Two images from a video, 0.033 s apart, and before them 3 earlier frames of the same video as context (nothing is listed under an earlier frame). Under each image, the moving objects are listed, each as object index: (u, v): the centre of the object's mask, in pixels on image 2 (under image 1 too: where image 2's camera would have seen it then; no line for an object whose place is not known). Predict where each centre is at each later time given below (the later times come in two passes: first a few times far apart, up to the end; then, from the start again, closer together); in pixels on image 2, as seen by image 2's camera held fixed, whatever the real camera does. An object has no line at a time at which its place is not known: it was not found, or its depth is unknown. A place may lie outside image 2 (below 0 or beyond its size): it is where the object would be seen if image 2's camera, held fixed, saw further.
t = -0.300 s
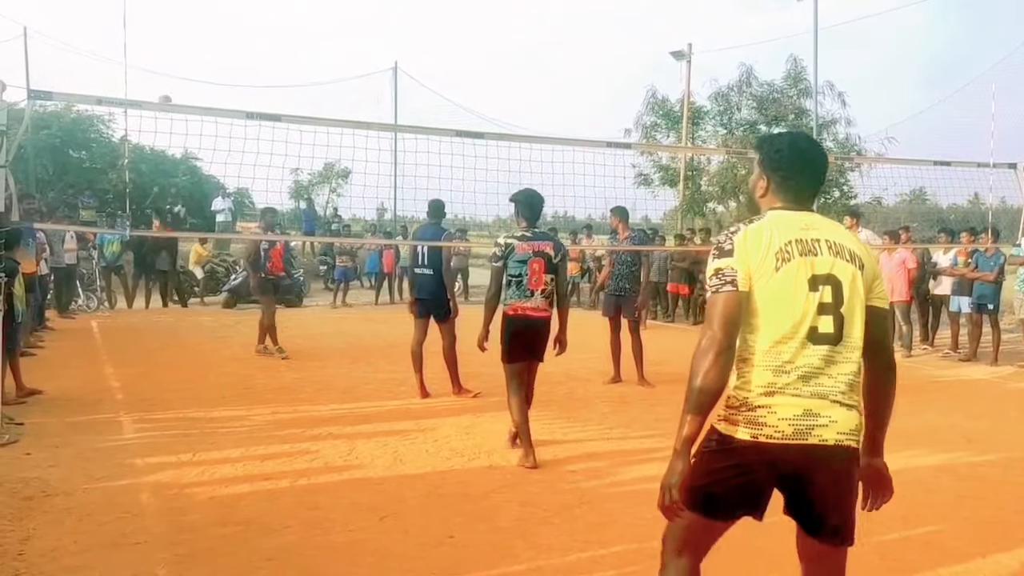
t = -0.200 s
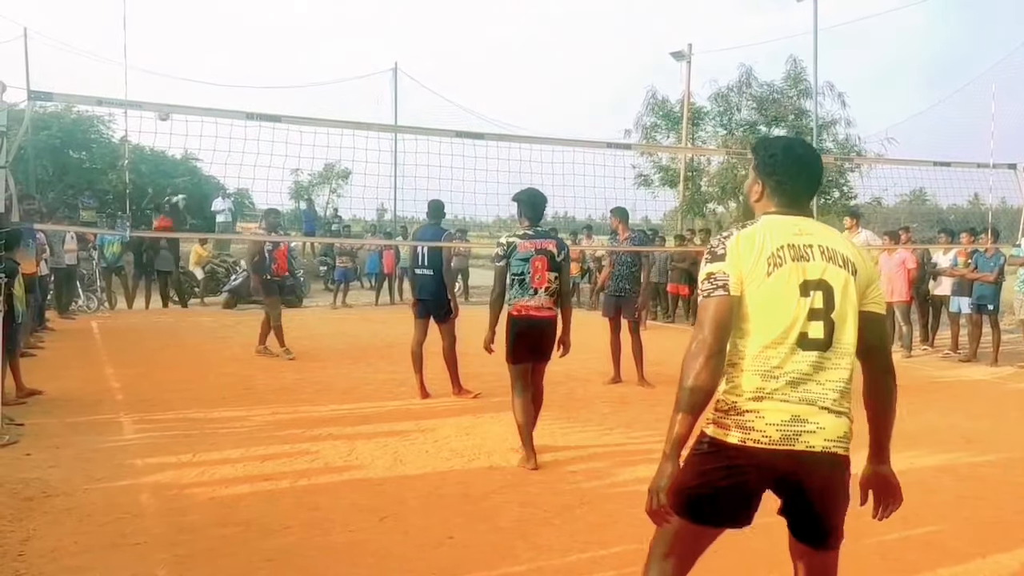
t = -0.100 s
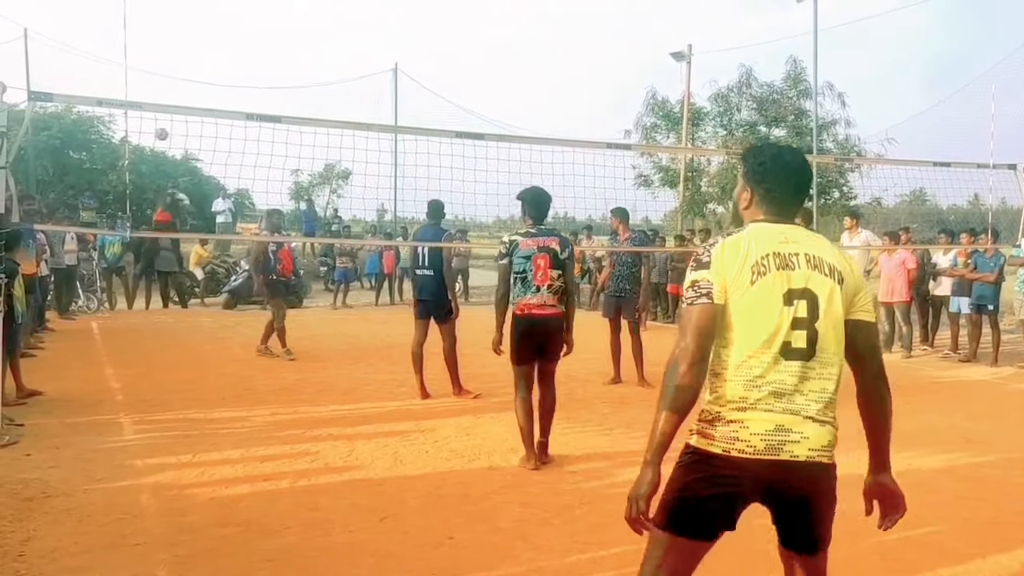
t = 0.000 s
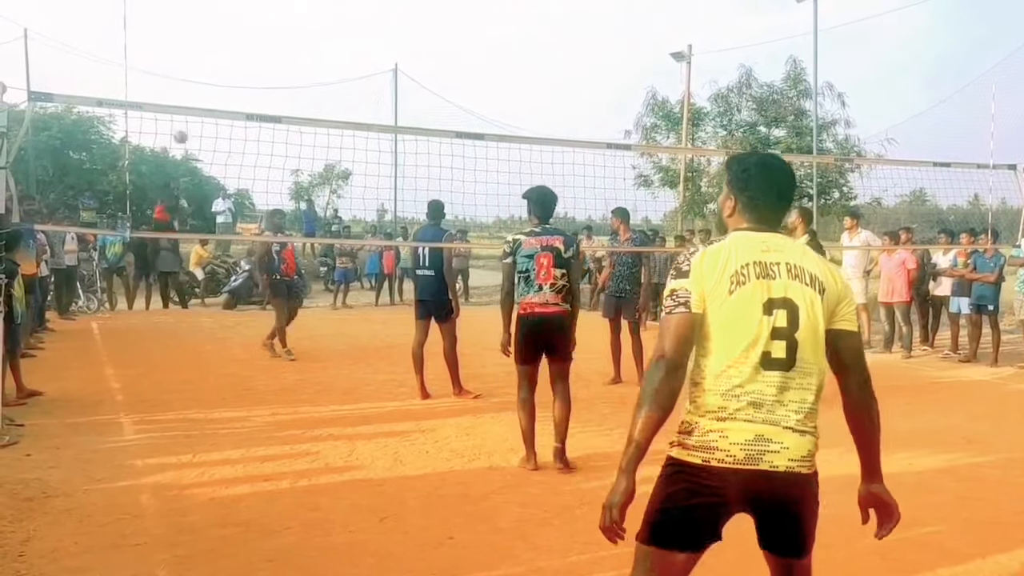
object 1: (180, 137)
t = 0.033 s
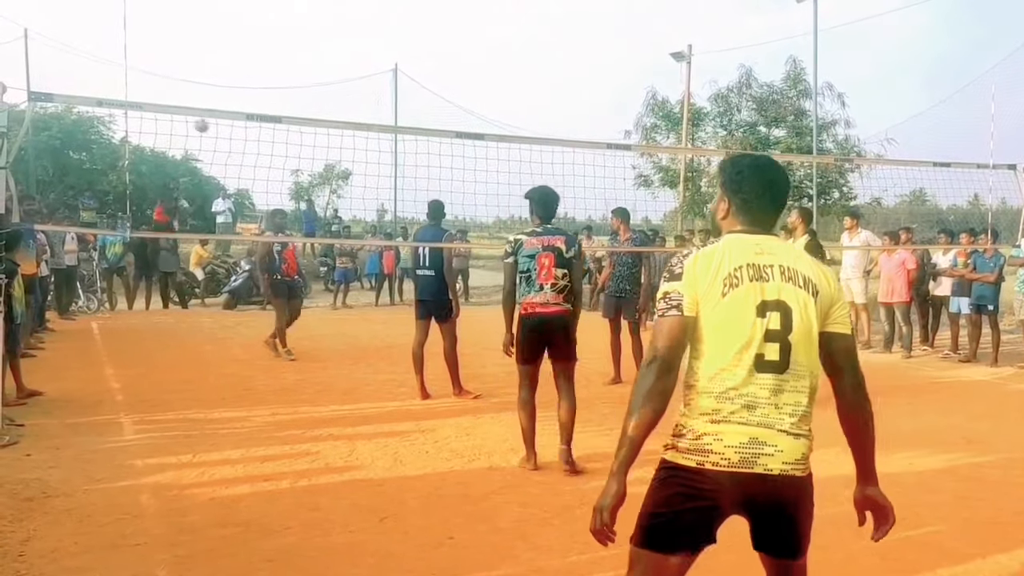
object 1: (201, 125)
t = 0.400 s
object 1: (562, 51)
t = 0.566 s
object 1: (847, 75)
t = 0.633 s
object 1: (995, 104)
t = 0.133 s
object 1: (273, 94)
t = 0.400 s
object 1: (562, 51)
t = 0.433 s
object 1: (611, 52)
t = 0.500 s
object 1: (719, 59)
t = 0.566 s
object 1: (847, 75)
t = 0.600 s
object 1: (918, 88)
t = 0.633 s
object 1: (995, 104)
